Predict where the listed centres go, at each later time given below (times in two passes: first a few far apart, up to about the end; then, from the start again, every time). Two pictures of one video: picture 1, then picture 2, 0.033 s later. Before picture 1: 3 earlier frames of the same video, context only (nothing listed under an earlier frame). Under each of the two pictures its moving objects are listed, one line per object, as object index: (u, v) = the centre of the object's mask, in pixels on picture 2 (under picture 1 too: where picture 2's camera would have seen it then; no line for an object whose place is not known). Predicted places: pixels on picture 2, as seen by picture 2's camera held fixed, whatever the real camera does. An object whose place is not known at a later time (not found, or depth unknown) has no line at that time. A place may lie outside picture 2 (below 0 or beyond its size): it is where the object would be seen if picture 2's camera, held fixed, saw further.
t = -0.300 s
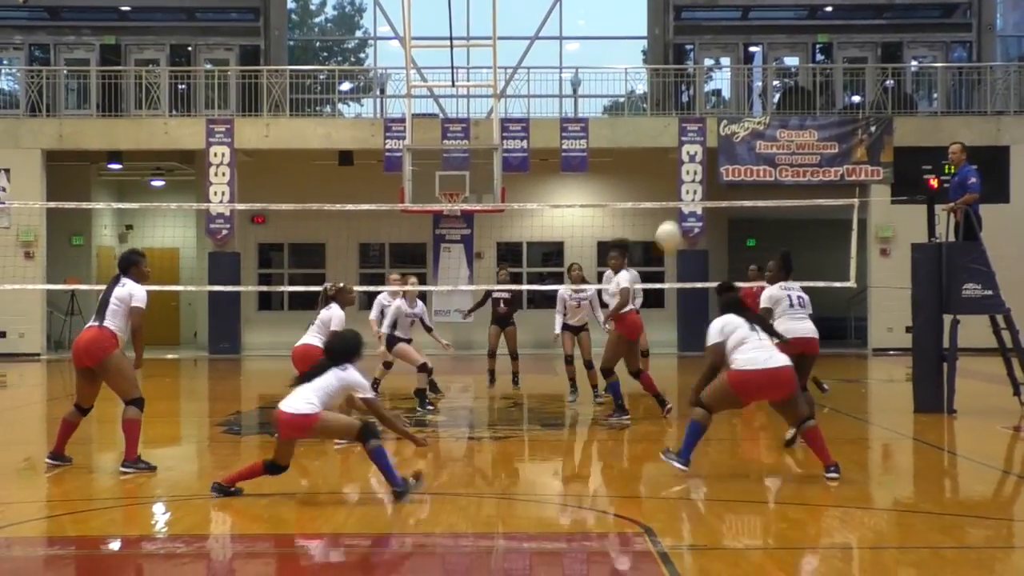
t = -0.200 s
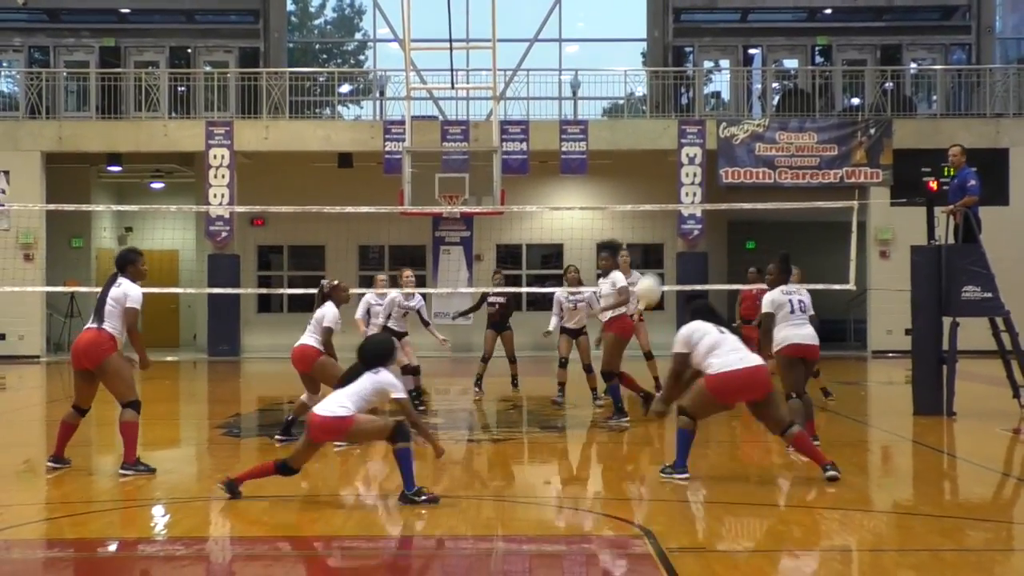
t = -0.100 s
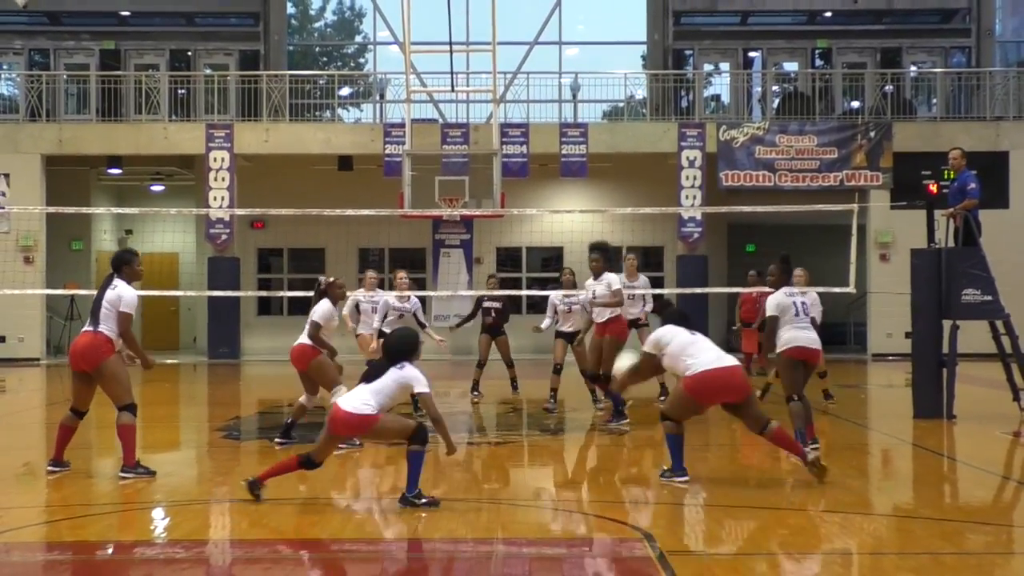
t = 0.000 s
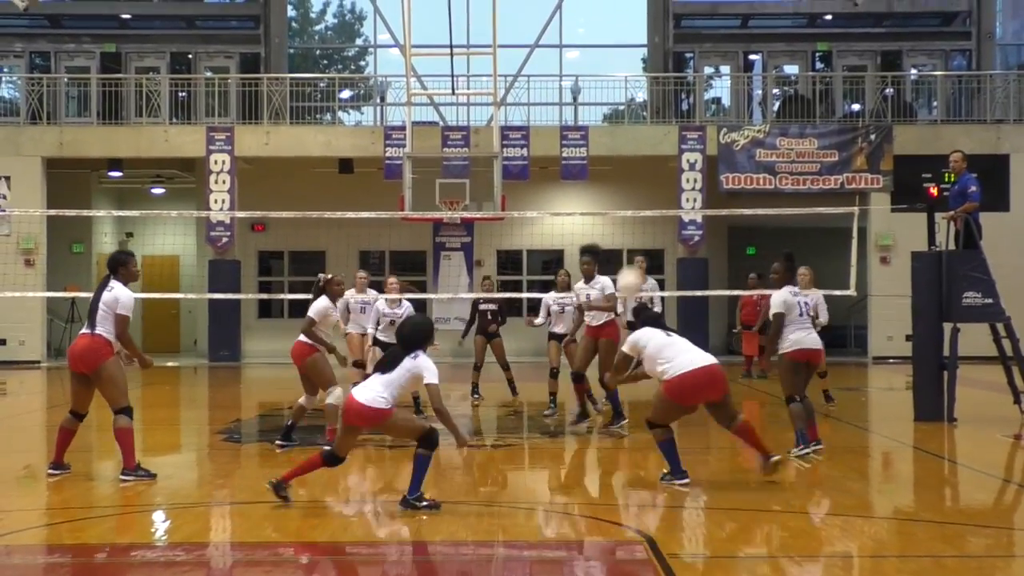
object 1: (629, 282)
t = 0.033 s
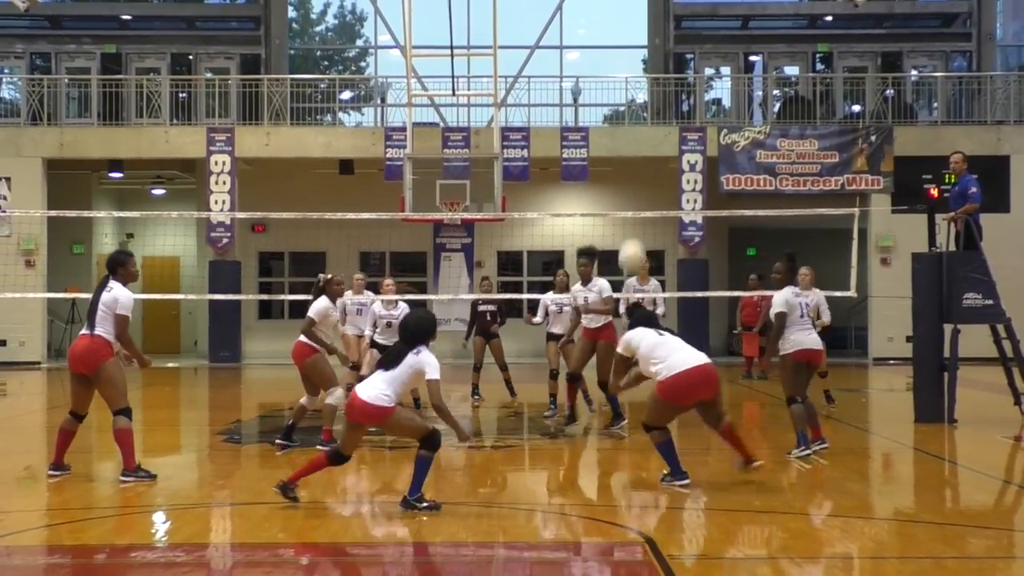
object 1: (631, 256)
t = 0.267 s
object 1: (646, 107)
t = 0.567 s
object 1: (661, 35)
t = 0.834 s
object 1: (674, 50)
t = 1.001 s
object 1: (682, 90)
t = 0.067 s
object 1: (634, 225)
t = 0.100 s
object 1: (635, 200)
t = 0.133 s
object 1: (638, 181)
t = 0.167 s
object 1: (640, 161)
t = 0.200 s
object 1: (641, 138)
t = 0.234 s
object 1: (643, 122)
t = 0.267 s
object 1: (646, 107)
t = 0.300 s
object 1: (648, 94)
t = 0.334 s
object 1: (650, 81)
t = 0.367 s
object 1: (652, 70)
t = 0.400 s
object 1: (653, 62)
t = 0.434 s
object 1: (655, 54)
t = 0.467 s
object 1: (657, 47)
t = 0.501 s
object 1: (658, 42)
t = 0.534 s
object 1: (659, 38)
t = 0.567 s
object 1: (661, 35)
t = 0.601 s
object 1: (662, 33)
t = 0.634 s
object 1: (664, 32)
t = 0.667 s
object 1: (666, 33)
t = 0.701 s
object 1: (667, 34)
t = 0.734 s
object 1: (669, 37)
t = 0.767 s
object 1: (671, 40)
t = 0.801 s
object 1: (672, 45)
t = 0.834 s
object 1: (674, 50)
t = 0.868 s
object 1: (676, 57)
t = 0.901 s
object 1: (677, 64)
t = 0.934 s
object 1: (679, 72)
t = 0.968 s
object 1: (681, 80)
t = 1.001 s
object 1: (682, 90)
